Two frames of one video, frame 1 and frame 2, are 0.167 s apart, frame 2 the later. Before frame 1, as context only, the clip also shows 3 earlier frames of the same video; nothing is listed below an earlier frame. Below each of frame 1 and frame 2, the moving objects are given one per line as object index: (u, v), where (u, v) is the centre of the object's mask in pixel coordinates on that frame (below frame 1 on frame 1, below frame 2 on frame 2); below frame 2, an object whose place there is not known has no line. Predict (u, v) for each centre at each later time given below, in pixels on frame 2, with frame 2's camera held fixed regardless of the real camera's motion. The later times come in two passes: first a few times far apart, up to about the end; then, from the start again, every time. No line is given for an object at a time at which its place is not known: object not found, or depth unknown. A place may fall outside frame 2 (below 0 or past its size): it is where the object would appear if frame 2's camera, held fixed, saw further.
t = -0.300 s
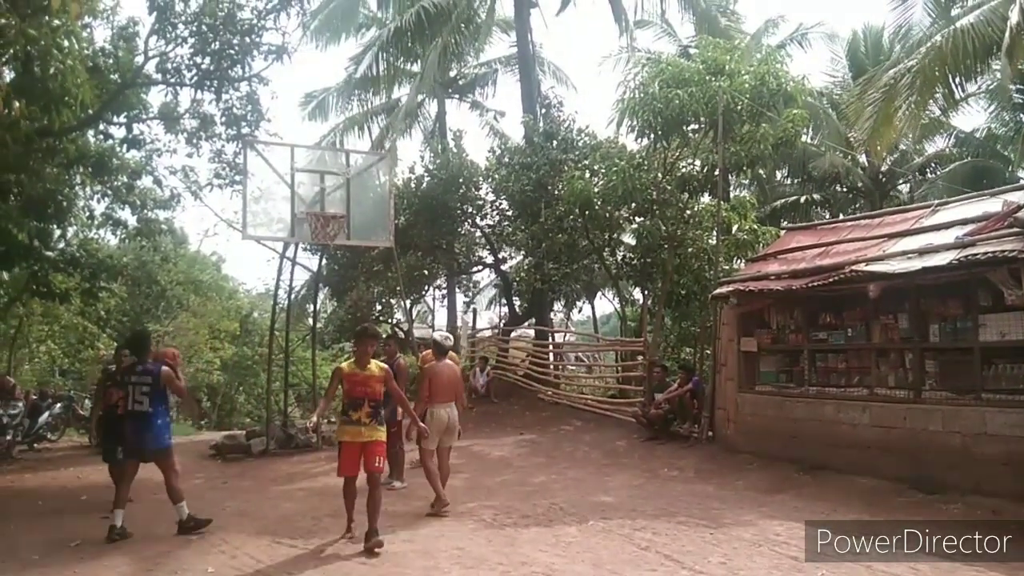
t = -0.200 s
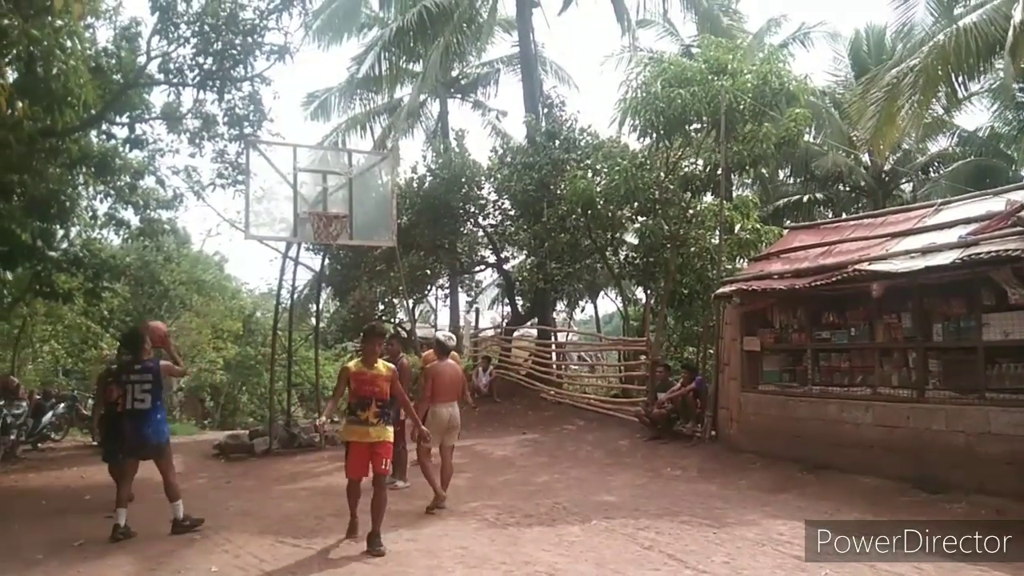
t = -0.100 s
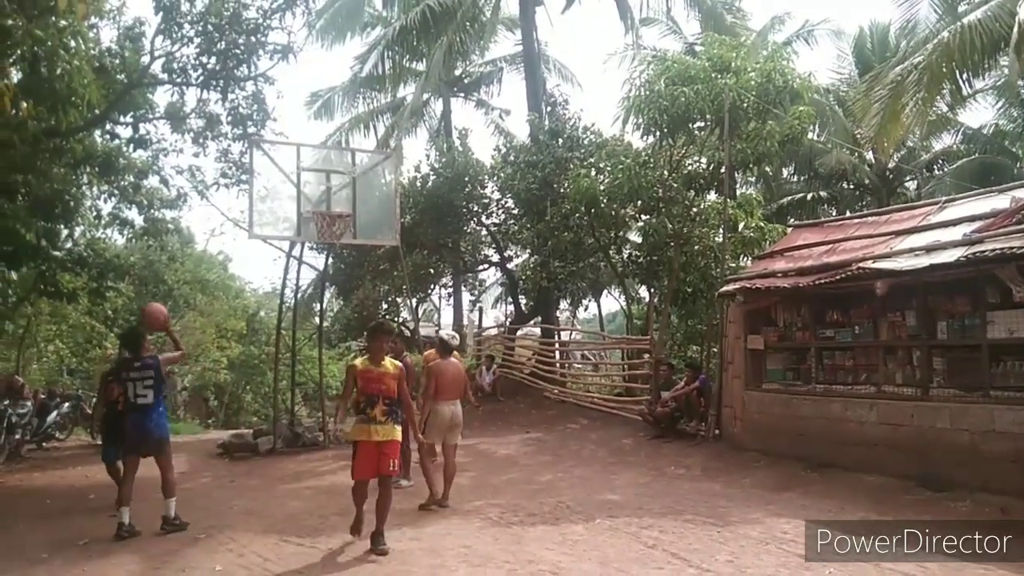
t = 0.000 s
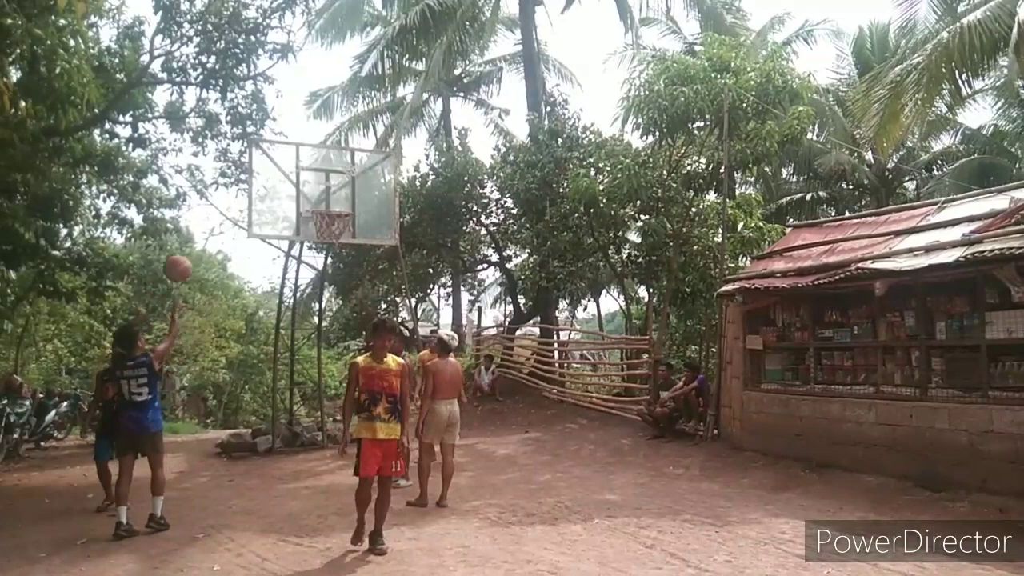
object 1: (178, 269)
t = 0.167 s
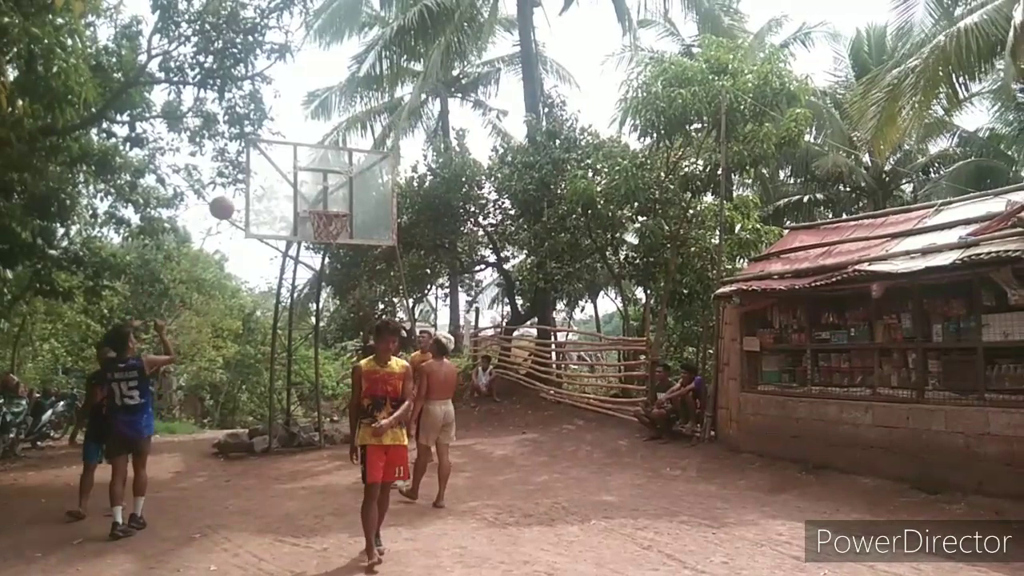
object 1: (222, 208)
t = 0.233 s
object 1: (237, 193)
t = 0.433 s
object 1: (281, 181)
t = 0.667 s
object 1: (322, 201)
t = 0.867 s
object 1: (349, 193)
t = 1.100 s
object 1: (380, 218)
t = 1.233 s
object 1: (397, 248)
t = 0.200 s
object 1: (230, 201)
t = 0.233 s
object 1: (237, 193)
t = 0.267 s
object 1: (246, 189)
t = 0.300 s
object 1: (253, 185)
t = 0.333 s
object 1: (261, 182)
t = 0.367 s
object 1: (268, 181)
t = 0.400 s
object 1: (274, 181)
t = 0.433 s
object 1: (281, 181)
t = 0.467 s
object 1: (288, 182)
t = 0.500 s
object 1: (294, 184)
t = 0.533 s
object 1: (299, 187)
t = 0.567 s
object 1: (305, 191)
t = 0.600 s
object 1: (311, 196)
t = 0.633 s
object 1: (317, 201)
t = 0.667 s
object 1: (322, 201)
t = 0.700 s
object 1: (326, 198)
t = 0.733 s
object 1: (331, 195)
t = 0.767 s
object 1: (335, 193)
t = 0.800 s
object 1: (340, 192)
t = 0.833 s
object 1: (344, 191)
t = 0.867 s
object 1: (349, 193)
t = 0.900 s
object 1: (353, 194)
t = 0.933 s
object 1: (358, 197)
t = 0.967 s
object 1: (362, 200)
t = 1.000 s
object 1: (367, 204)
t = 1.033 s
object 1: (371, 208)
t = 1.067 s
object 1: (376, 213)
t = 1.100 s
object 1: (380, 218)
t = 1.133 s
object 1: (385, 225)
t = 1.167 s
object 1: (389, 232)
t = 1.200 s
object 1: (393, 239)
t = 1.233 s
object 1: (397, 248)
